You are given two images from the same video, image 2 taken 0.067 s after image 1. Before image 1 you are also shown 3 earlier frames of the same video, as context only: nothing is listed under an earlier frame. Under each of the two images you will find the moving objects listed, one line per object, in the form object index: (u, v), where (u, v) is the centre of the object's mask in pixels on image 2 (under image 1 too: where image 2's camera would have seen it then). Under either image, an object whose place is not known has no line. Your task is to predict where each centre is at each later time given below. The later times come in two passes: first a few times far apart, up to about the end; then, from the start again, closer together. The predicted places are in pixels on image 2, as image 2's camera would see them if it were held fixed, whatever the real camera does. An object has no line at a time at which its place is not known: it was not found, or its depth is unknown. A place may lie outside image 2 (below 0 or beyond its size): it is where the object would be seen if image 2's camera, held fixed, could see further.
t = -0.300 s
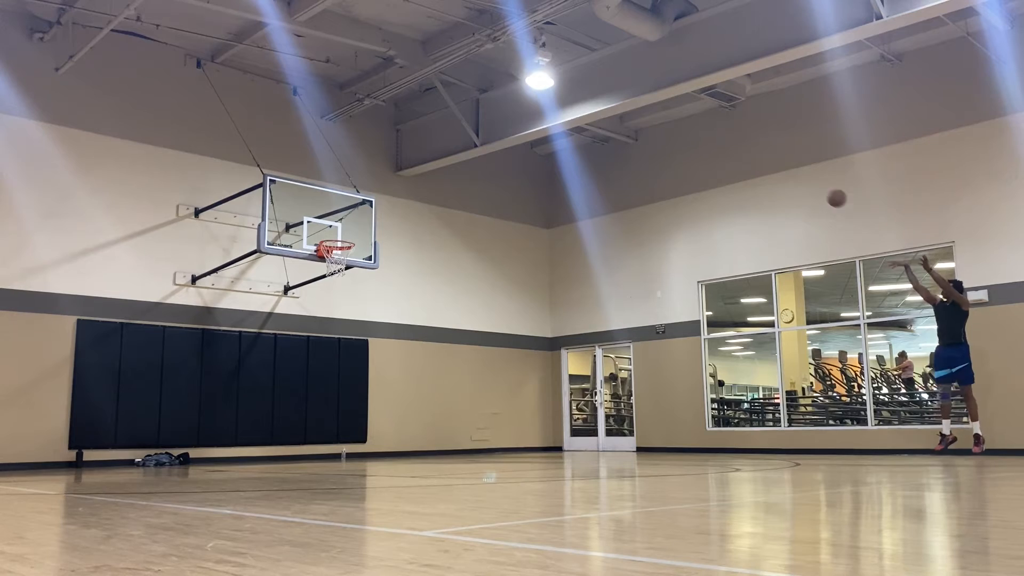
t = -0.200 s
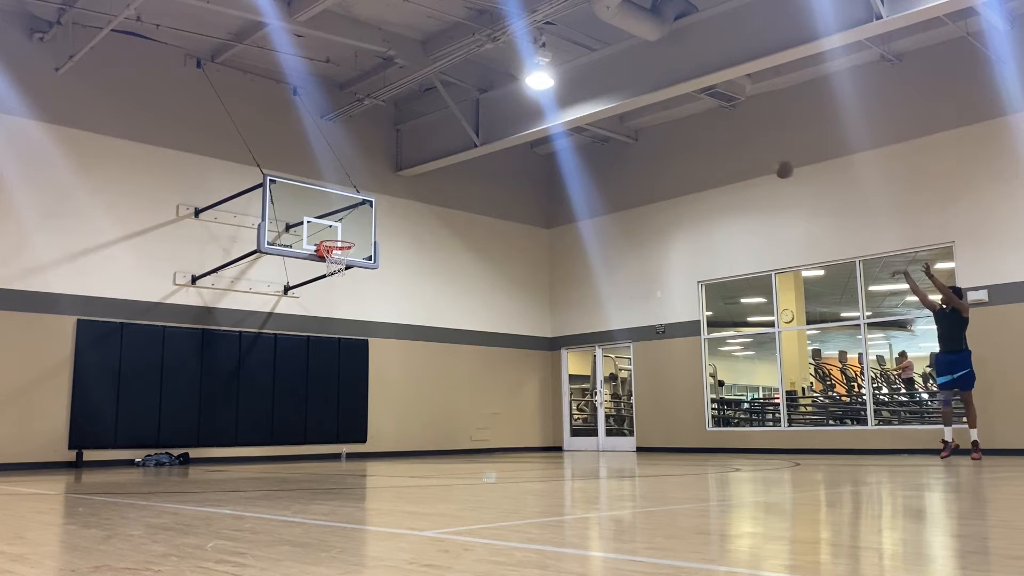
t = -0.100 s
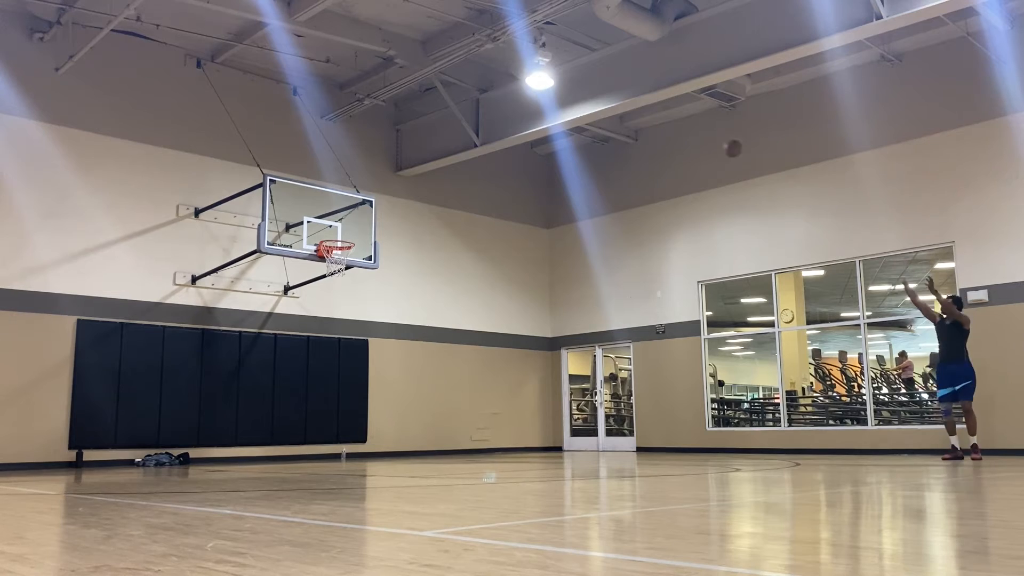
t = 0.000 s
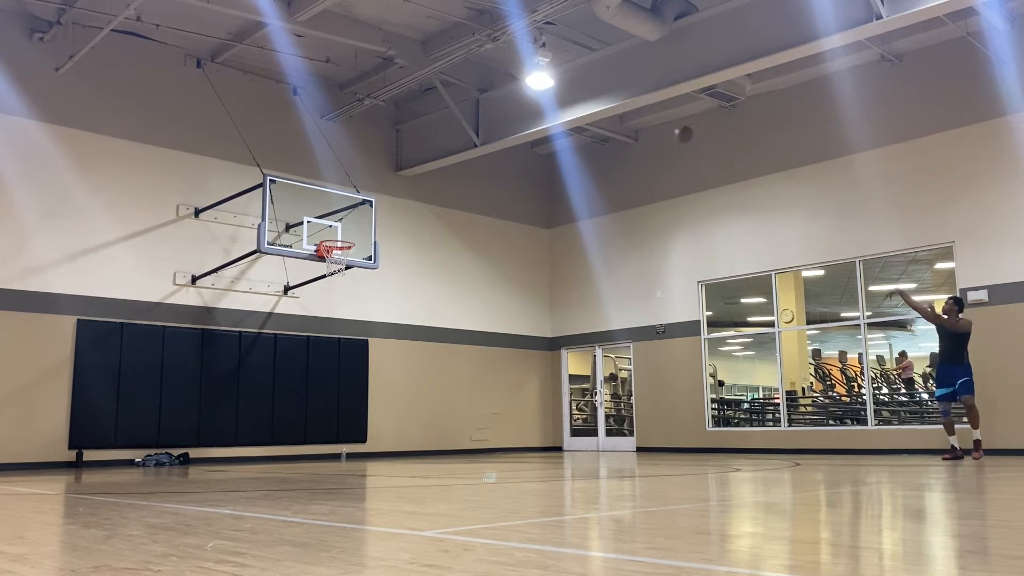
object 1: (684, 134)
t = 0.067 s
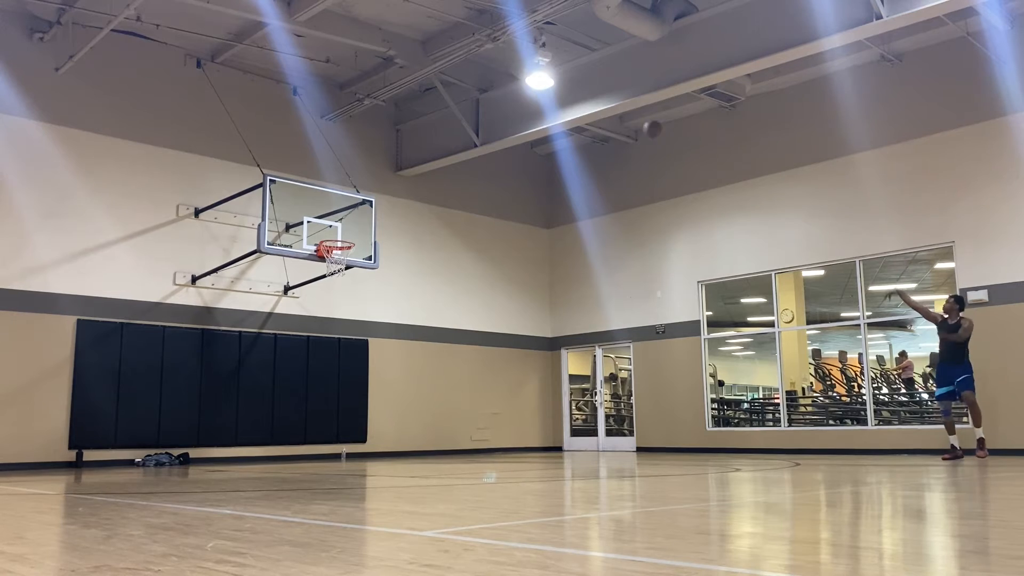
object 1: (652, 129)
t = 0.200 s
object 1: (591, 127)
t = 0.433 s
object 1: (489, 148)
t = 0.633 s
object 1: (404, 193)
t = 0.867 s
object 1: (324, 263)
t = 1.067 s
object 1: (309, 302)
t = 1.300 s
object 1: (289, 390)
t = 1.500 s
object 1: (281, 426)
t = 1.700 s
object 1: (297, 351)
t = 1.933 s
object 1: (316, 303)
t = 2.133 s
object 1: (332, 298)
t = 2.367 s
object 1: (350, 338)
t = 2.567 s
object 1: (366, 418)
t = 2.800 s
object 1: (386, 397)
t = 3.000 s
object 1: (405, 342)
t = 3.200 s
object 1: (424, 329)
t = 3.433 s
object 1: (447, 368)
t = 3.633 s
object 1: (468, 457)
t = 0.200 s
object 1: (591, 127)
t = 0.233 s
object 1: (576, 127)
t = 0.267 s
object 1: (563, 129)
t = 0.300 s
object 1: (546, 132)
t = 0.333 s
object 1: (533, 136)
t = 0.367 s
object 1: (517, 139)
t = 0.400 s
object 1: (504, 143)
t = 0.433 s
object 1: (489, 148)
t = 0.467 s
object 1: (475, 154)
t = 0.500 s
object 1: (461, 161)
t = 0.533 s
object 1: (447, 168)
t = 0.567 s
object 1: (432, 176)
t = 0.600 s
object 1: (418, 184)
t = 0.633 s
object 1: (404, 193)
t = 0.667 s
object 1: (389, 203)
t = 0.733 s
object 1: (361, 225)
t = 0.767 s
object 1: (348, 235)
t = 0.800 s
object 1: (336, 248)
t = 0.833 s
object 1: (326, 256)
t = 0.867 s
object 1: (324, 263)
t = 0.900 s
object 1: (321, 266)
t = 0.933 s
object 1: (319, 272)
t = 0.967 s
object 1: (317, 278)
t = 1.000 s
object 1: (314, 285)
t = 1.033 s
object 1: (312, 293)
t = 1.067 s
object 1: (309, 302)
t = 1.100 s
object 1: (307, 311)
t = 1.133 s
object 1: (304, 322)
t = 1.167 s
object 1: (301, 334)
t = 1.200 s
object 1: (298, 346)
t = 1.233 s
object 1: (295, 360)
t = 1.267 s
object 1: (292, 375)
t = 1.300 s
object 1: (289, 390)
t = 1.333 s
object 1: (285, 407)
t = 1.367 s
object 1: (281, 426)
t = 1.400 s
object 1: (277, 444)
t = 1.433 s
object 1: (275, 458)
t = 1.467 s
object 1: (278, 441)
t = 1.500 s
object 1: (281, 426)
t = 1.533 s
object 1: (284, 411)
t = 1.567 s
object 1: (286, 397)
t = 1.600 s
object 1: (289, 384)
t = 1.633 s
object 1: (292, 372)
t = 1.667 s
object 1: (295, 361)
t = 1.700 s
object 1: (297, 351)
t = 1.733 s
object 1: (300, 341)
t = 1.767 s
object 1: (303, 333)
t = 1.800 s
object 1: (305, 325)
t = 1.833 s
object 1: (307, 318)
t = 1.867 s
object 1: (310, 312)
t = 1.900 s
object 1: (313, 307)
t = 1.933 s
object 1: (316, 303)
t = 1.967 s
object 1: (319, 300)
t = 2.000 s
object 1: (321, 298)
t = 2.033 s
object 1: (324, 297)
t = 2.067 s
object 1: (326, 296)
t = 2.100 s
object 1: (329, 297)
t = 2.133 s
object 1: (332, 298)
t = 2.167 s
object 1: (334, 301)
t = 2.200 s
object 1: (337, 304)
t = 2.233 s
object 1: (339, 309)
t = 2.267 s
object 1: (342, 315)
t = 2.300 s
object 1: (344, 322)
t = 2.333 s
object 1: (347, 330)
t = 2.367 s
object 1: (350, 338)
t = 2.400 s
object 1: (353, 349)
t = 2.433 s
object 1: (355, 360)
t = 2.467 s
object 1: (358, 373)
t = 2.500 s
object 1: (361, 386)
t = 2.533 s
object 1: (363, 402)
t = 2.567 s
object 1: (366, 418)
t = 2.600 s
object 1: (368, 435)
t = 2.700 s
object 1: (378, 438)
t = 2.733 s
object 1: (380, 423)
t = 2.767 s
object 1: (383, 409)
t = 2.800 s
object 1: (386, 397)
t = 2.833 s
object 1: (390, 385)
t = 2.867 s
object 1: (393, 374)
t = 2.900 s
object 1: (396, 364)
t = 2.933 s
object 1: (399, 356)
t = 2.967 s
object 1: (402, 348)
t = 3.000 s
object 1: (405, 342)
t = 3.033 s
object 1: (408, 337)
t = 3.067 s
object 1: (412, 333)
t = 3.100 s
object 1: (414, 331)
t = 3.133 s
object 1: (418, 329)
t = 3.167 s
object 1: (421, 328)
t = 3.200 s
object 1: (424, 329)
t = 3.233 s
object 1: (427, 331)
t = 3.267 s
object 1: (430, 334)
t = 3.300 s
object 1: (434, 338)
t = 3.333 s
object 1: (437, 343)
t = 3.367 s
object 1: (440, 350)
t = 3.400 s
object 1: (443, 359)
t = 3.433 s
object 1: (447, 368)
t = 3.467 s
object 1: (450, 379)
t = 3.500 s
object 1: (454, 391)
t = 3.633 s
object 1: (468, 457)
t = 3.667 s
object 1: (471, 458)
